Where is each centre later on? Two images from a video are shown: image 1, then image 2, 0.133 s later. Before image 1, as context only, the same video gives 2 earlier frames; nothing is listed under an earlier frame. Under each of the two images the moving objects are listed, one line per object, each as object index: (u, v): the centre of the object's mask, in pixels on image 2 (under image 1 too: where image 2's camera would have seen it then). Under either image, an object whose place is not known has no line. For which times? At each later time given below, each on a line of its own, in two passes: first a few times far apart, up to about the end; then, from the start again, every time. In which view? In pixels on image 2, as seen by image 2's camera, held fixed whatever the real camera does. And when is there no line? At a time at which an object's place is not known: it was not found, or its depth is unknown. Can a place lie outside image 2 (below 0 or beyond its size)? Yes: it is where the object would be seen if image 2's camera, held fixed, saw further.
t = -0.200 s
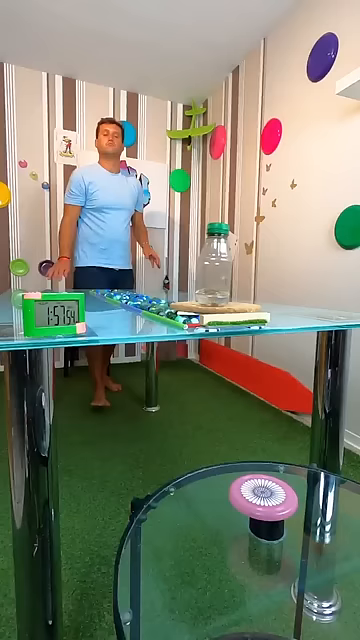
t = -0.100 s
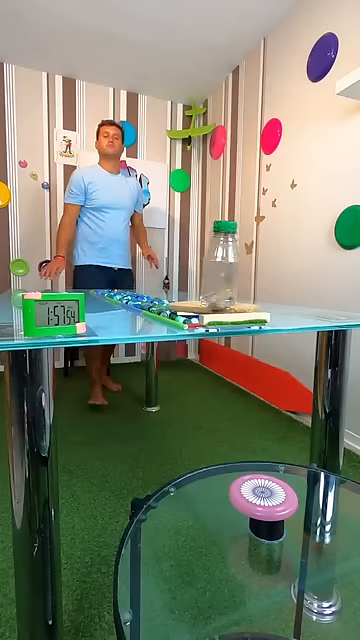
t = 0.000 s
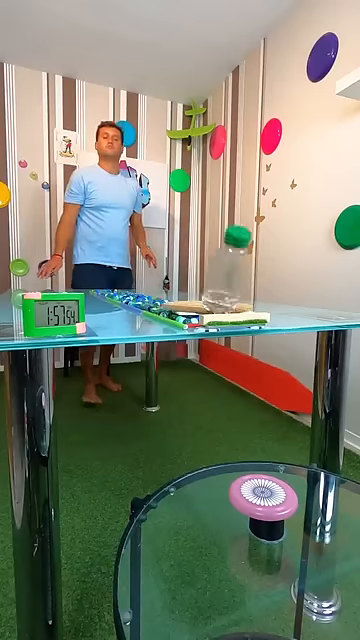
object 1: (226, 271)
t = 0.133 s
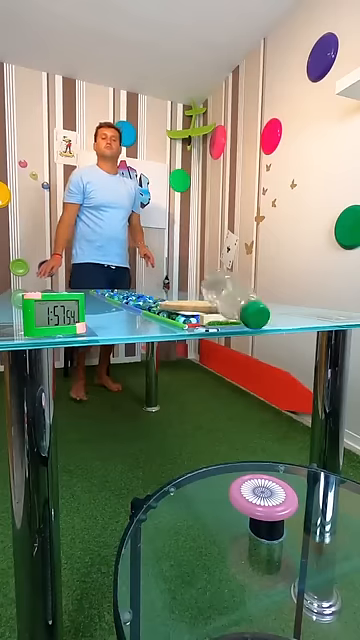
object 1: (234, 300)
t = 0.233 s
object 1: (238, 321)
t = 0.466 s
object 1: (253, 442)
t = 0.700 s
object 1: (252, 442)
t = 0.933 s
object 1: (253, 441)
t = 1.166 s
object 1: (254, 441)
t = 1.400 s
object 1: (252, 441)
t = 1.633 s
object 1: (255, 440)
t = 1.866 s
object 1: (254, 440)
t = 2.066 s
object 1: (255, 440)
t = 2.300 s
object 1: (254, 440)
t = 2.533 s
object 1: (255, 440)
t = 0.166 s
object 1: (236, 301)
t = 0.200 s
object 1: (237, 308)
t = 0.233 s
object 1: (238, 321)
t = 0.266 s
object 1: (240, 339)
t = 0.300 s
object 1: (244, 364)
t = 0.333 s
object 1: (247, 401)
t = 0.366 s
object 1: (250, 436)
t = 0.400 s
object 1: (251, 439)
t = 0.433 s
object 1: (252, 440)
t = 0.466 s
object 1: (253, 442)
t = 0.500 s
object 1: (254, 442)
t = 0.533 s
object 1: (255, 442)
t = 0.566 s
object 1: (254, 442)
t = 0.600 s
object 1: (254, 441)
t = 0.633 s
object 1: (254, 441)
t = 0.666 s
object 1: (254, 441)
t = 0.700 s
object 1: (252, 442)
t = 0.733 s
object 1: (251, 441)
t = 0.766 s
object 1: (252, 441)
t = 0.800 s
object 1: (254, 441)
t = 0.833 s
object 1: (257, 441)
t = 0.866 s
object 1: (257, 440)
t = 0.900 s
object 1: (255, 441)
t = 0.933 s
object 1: (253, 441)
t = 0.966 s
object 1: (252, 441)
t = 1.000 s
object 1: (252, 441)
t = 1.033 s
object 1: (253, 441)
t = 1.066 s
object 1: (253, 441)
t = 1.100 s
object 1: (253, 441)
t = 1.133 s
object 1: (253, 441)
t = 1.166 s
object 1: (254, 441)
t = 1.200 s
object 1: (255, 441)
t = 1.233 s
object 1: (256, 440)
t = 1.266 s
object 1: (257, 441)
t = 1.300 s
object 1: (256, 441)
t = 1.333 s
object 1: (254, 441)
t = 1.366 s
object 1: (252, 441)
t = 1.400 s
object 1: (252, 441)
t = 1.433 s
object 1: (253, 441)
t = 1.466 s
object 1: (254, 440)
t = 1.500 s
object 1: (255, 441)
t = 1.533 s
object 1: (255, 441)
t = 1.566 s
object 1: (255, 440)
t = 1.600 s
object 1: (255, 441)
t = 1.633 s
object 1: (255, 440)
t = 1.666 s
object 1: (255, 440)
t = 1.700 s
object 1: (255, 440)
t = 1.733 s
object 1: (255, 440)
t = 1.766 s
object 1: (254, 440)
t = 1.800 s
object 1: (254, 440)
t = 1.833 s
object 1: (254, 440)
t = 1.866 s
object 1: (254, 440)
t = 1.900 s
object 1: (254, 440)
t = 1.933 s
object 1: (255, 440)
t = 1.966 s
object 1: (255, 440)
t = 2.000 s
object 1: (255, 440)
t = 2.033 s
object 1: (255, 440)
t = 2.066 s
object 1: (255, 440)
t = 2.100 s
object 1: (255, 440)
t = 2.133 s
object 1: (255, 440)
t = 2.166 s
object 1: (255, 440)
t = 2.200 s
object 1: (255, 440)
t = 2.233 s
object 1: (255, 440)
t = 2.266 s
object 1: (254, 440)
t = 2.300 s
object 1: (254, 440)
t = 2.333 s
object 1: (254, 440)
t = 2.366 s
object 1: (255, 440)
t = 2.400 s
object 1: (255, 440)
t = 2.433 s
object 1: (255, 440)
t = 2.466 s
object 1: (255, 440)
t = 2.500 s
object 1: (255, 440)
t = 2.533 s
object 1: (255, 440)
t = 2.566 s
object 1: (255, 440)
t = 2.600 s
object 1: (255, 440)
